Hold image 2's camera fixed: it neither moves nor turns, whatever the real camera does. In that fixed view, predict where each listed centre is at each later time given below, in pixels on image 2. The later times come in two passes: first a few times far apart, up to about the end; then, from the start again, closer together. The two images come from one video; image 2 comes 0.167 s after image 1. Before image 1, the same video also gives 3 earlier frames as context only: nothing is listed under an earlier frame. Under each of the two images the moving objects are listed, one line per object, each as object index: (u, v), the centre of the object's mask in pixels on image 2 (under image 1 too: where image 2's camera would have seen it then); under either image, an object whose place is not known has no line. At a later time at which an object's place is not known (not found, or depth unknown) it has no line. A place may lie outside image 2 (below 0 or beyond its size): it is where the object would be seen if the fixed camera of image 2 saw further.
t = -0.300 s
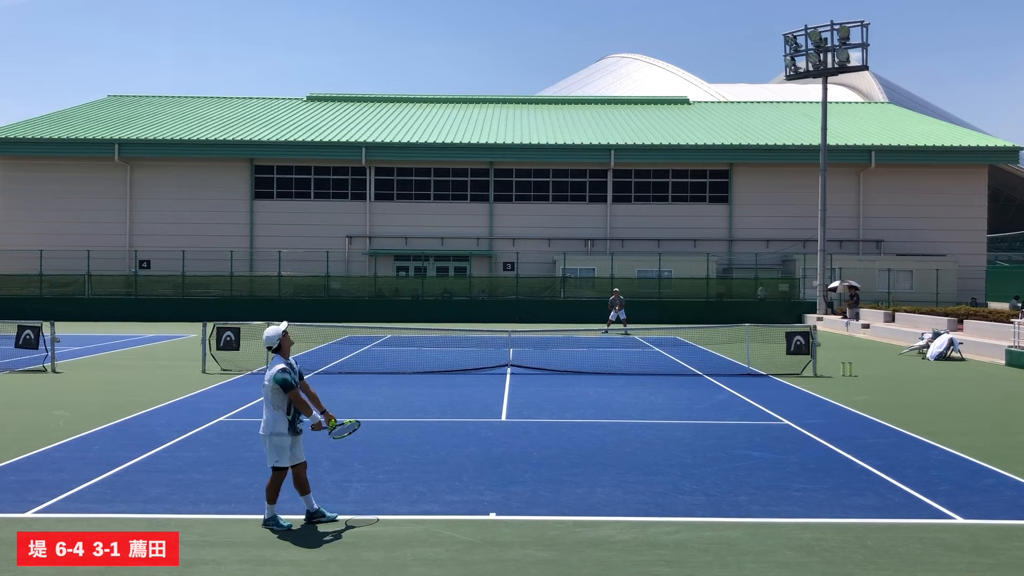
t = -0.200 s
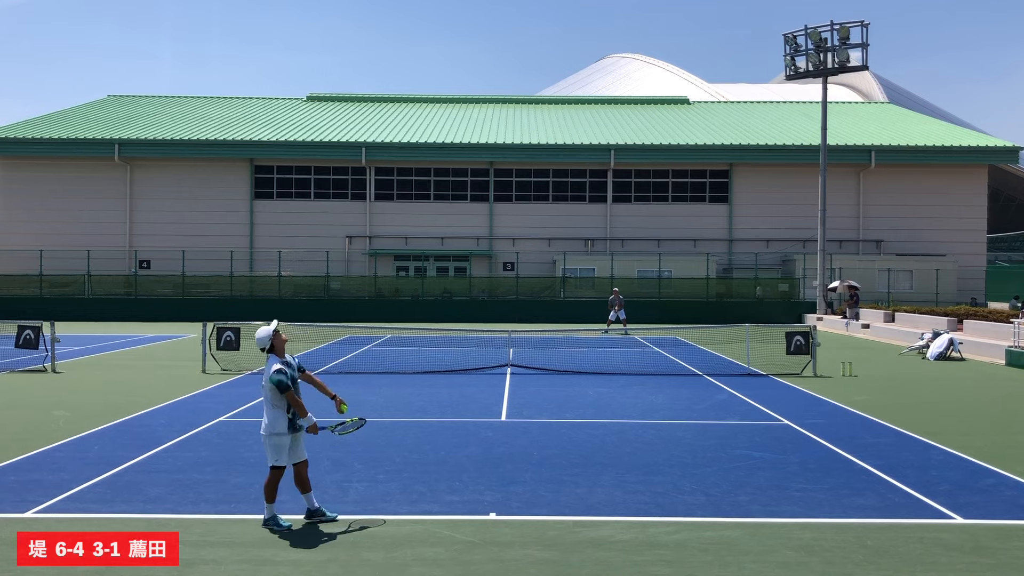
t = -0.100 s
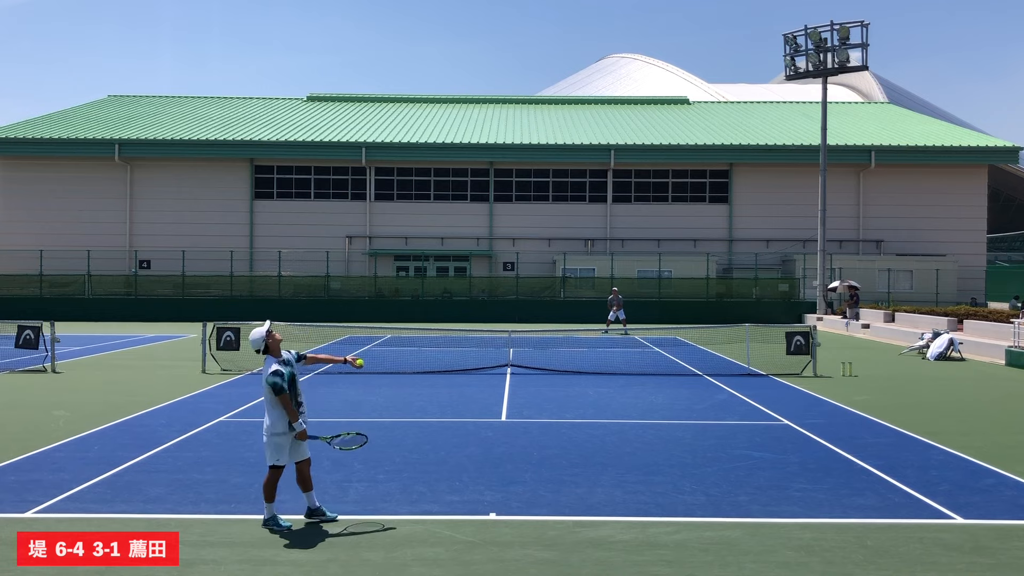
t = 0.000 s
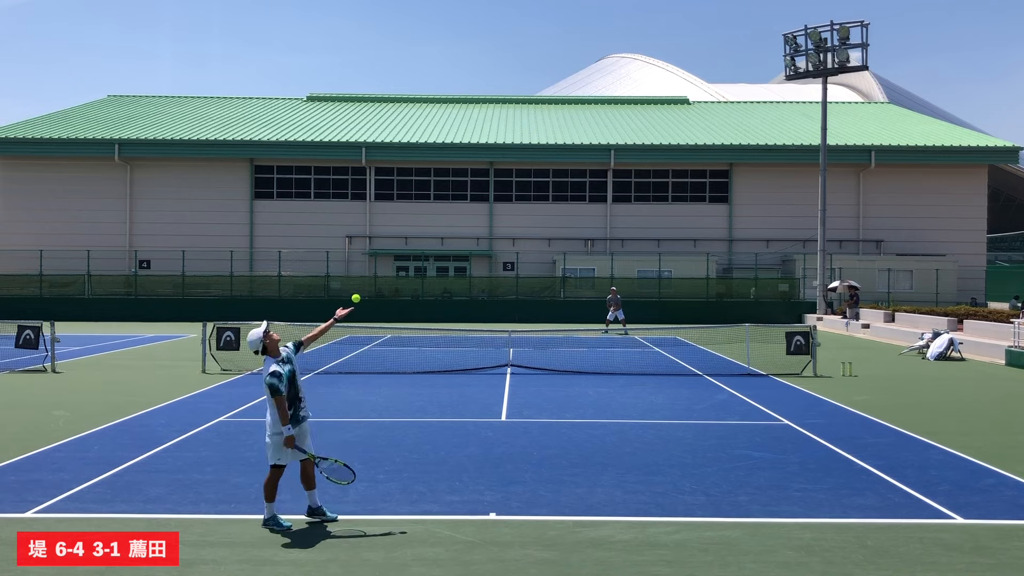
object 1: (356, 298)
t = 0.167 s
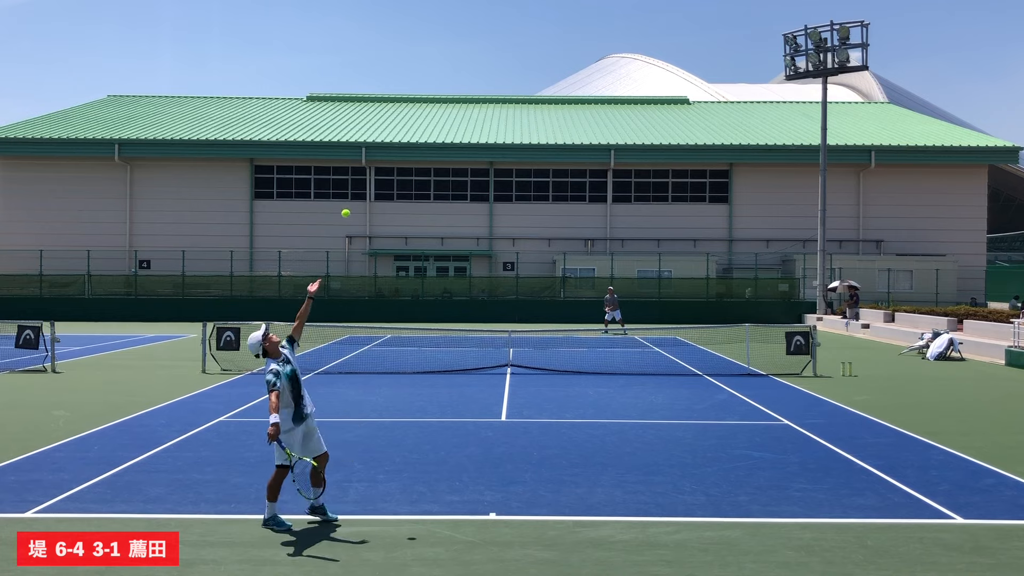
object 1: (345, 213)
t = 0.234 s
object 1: (342, 188)
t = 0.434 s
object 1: (331, 144)
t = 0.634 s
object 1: (320, 144)
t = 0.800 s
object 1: (312, 178)
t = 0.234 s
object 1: (342, 188)
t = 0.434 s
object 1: (331, 144)
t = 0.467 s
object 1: (329, 141)
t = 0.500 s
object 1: (327, 139)
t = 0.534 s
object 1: (326, 139)
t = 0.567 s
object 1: (324, 139)
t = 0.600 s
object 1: (322, 141)
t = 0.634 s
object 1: (320, 144)
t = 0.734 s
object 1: (315, 161)
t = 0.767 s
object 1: (314, 168)
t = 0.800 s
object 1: (312, 178)
